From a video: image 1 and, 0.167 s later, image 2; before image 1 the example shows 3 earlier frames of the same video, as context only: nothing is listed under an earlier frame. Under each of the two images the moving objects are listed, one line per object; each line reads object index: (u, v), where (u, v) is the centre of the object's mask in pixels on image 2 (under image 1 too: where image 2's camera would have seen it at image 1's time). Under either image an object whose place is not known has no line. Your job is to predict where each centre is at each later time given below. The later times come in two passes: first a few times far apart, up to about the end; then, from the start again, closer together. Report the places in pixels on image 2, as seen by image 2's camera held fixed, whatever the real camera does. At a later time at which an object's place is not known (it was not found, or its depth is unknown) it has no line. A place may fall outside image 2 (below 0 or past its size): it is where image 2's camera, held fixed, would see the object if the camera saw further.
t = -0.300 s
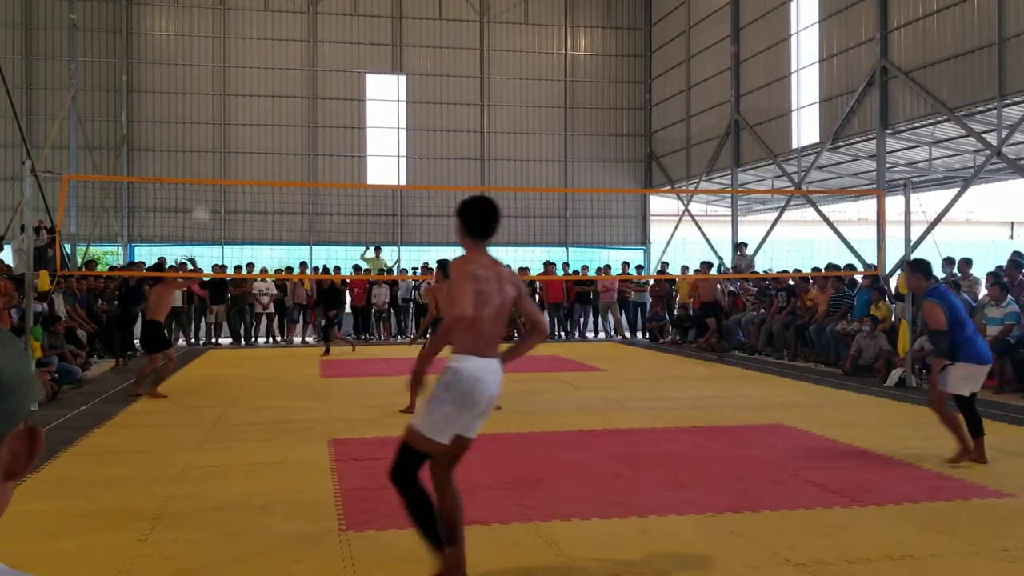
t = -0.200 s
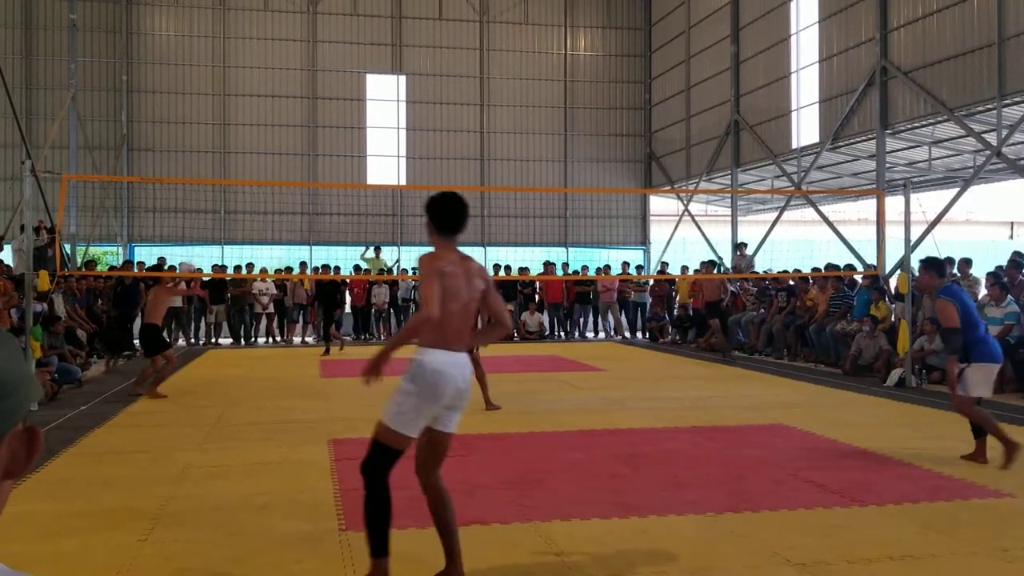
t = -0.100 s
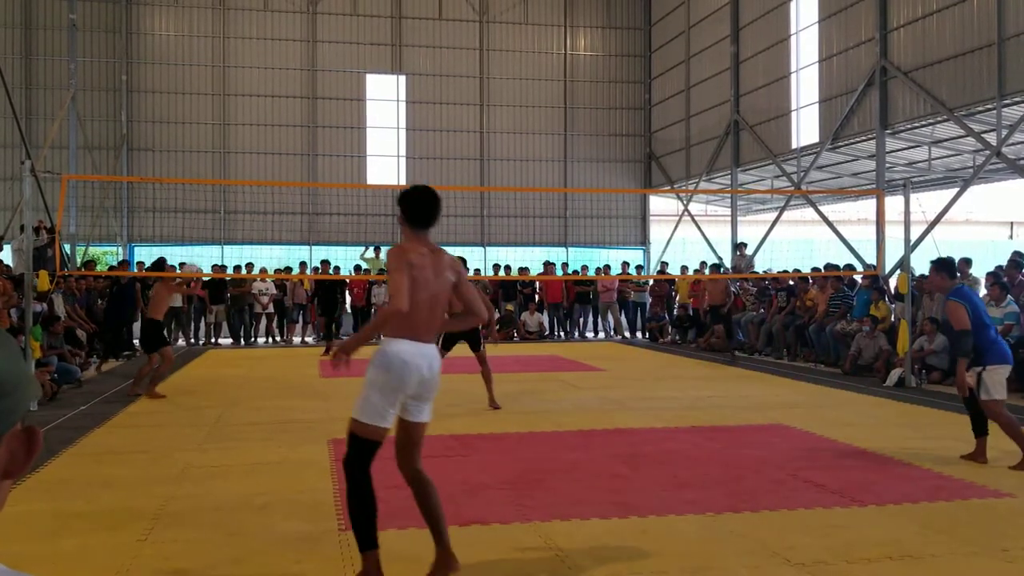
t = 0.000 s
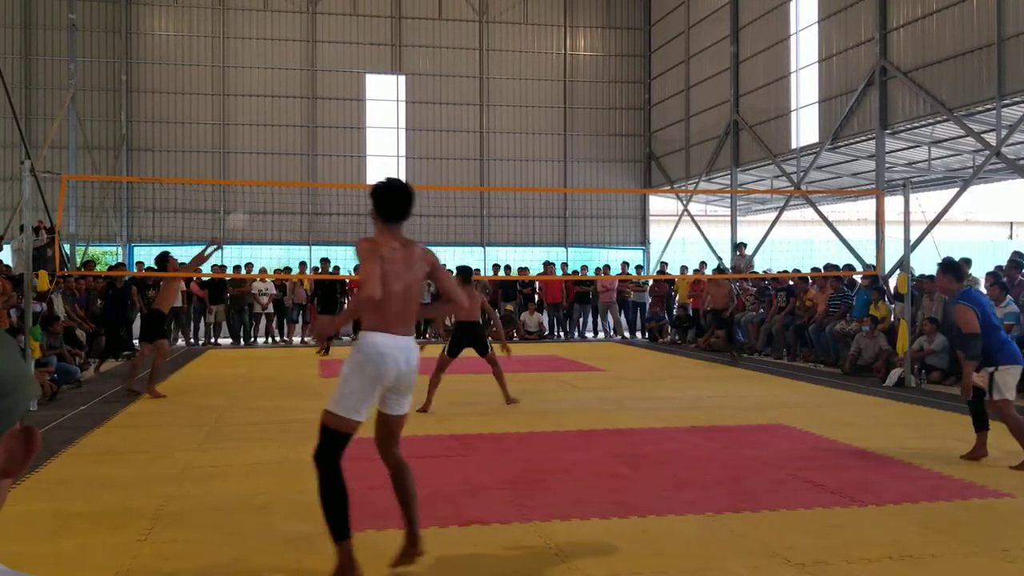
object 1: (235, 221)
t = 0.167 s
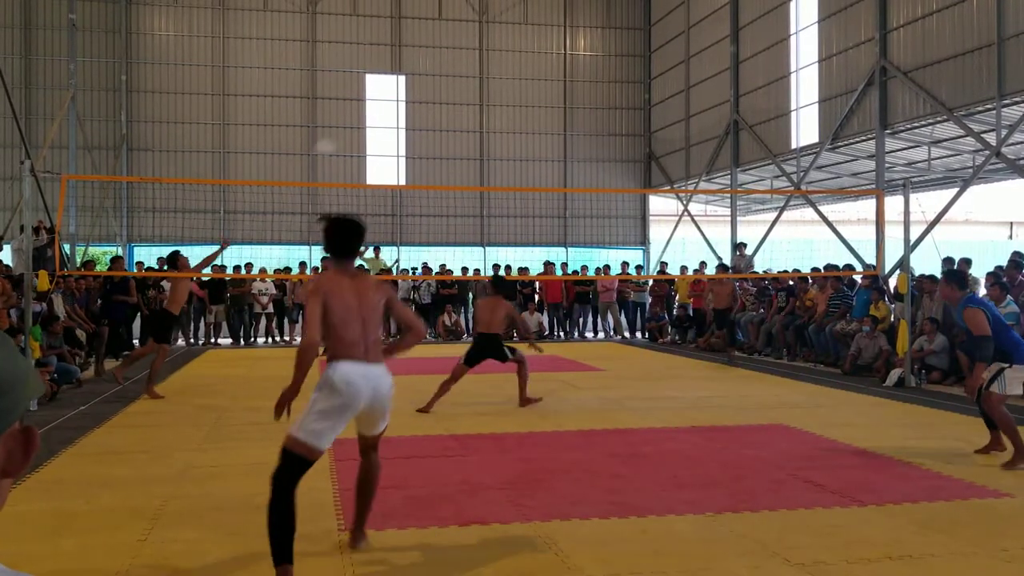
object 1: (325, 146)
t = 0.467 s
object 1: (472, 81)
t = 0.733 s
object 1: (592, 88)
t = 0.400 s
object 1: (441, 90)
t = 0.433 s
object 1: (457, 85)
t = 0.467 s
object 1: (472, 81)
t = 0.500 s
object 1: (488, 79)
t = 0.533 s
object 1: (503, 77)
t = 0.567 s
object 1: (519, 77)
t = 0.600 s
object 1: (533, 77)
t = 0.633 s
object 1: (547, 78)
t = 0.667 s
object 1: (562, 81)
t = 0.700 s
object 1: (577, 84)
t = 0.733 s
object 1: (592, 88)
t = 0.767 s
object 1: (606, 93)
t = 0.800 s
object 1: (621, 98)
